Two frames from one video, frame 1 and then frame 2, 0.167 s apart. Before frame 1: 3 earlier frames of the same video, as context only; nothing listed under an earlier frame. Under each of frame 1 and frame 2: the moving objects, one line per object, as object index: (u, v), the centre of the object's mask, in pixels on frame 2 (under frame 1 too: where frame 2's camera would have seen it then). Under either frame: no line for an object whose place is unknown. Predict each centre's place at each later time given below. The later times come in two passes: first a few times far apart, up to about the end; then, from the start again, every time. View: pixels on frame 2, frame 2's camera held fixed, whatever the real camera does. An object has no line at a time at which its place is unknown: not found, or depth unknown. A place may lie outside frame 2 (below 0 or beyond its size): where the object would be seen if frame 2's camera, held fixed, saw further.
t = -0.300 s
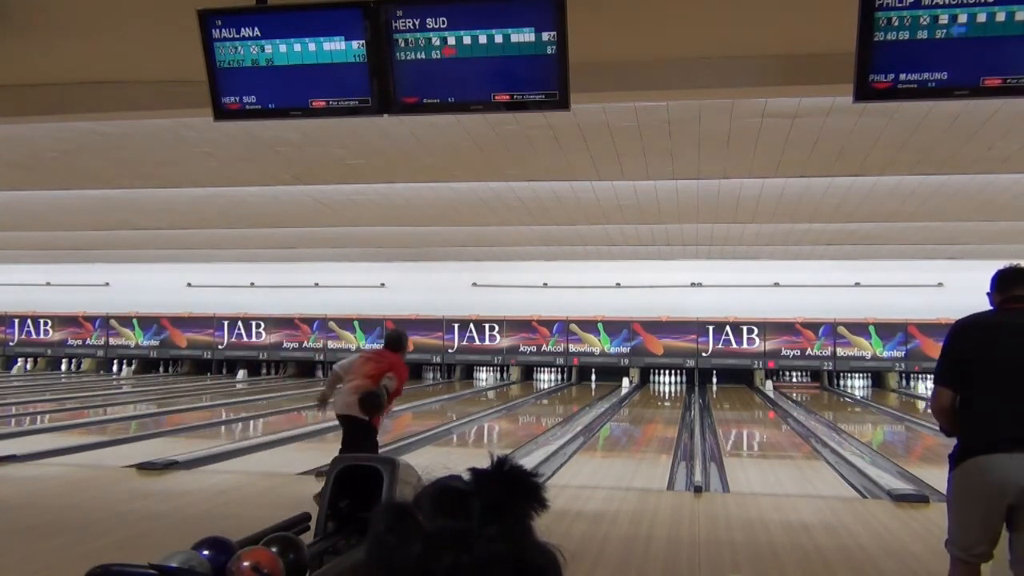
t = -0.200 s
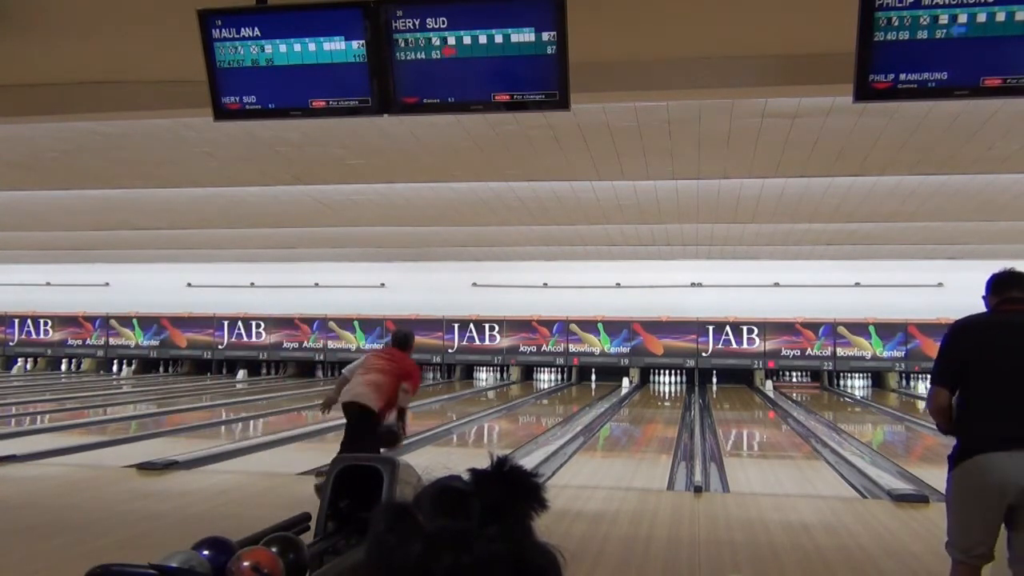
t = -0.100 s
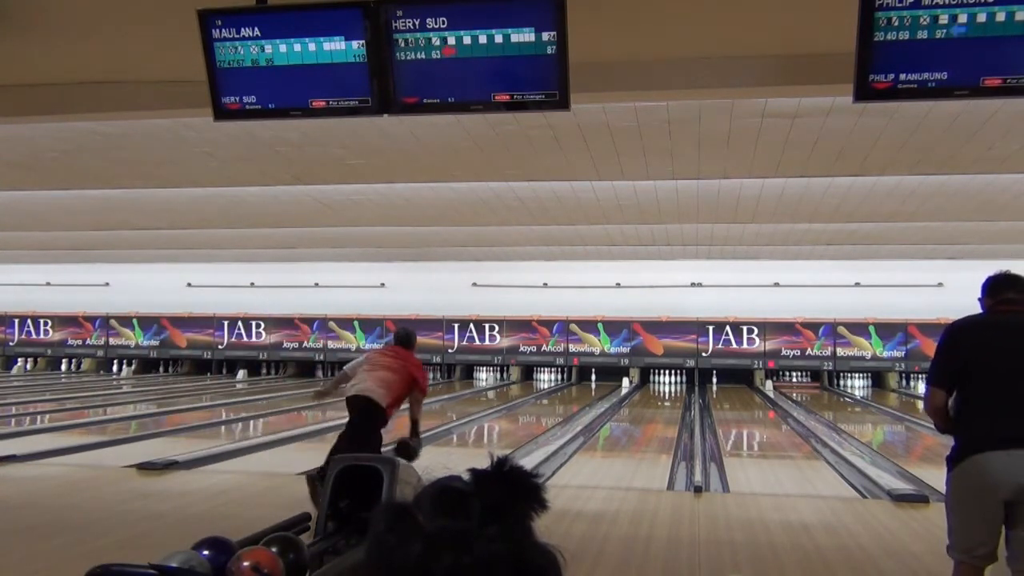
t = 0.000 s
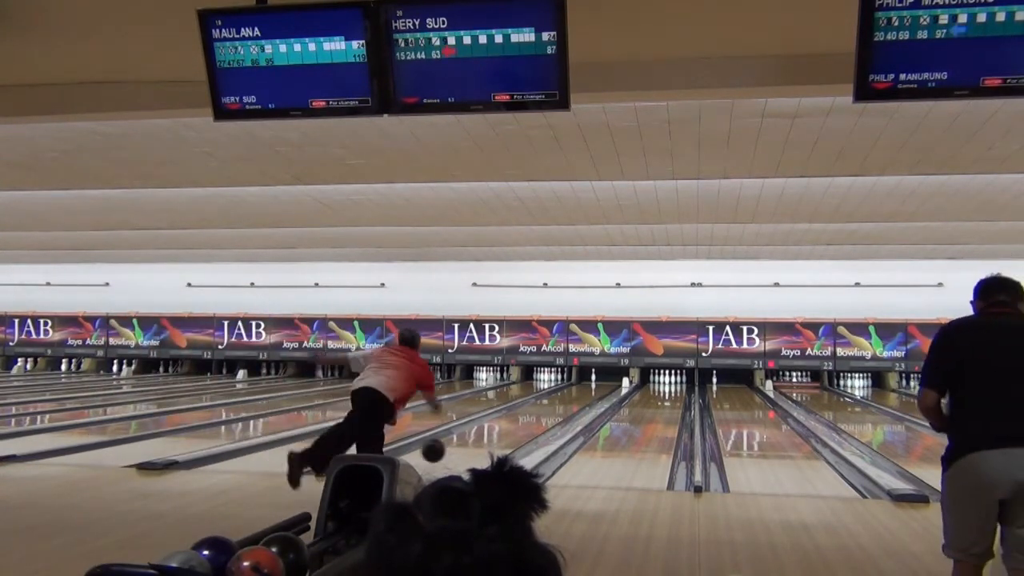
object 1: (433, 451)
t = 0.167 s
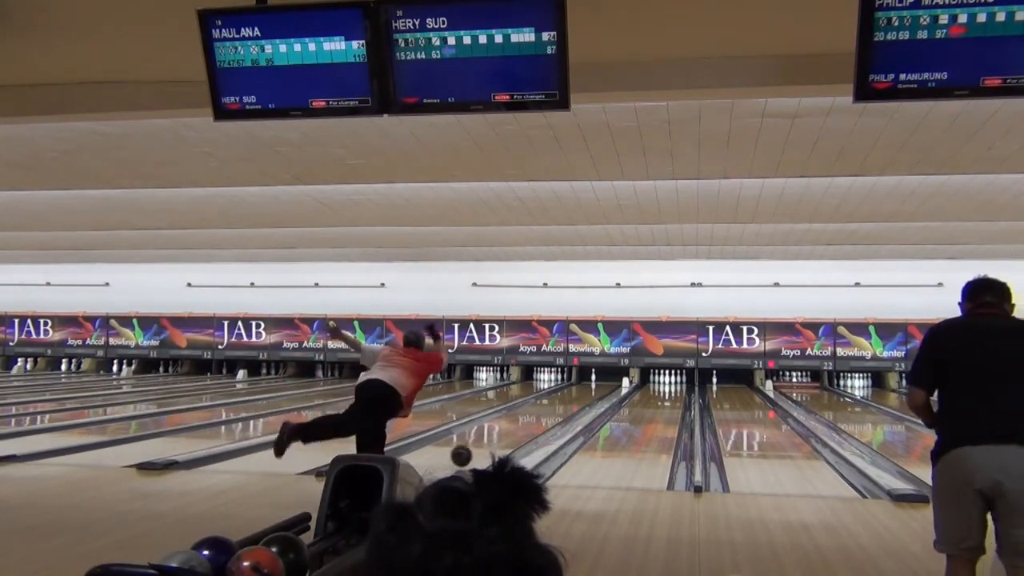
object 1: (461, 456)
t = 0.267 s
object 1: (476, 449)
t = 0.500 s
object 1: (503, 436)
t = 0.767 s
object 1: (528, 423)
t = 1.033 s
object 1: (547, 413)
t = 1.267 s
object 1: (559, 406)
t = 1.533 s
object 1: (570, 400)
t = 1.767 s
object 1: (578, 396)
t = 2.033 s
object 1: (585, 392)
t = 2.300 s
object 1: (592, 388)
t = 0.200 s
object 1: (467, 453)
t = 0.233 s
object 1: (473, 451)
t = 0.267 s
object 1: (476, 449)
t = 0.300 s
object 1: (479, 448)
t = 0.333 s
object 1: (484, 446)
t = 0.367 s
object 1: (489, 443)
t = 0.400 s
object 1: (494, 440)
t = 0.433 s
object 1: (498, 438)
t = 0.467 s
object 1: (501, 437)
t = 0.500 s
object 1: (503, 436)
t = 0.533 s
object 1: (507, 434)
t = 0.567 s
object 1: (511, 432)
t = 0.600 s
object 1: (515, 430)
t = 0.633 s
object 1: (518, 428)
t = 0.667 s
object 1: (520, 427)
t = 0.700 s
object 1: (522, 426)
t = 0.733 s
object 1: (525, 424)
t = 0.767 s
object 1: (528, 423)
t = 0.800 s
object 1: (531, 421)
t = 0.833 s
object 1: (534, 420)
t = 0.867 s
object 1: (535, 419)
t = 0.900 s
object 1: (537, 418)
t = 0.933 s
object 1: (539, 417)
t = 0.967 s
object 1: (542, 416)
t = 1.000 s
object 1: (545, 414)
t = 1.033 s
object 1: (547, 413)
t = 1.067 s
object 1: (548, 412)
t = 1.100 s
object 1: (549, 411)
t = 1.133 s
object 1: (552, 410)
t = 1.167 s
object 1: (554, 409)
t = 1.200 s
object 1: (556, 408)
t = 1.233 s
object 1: (558, 407)
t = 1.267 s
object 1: (559, 406)
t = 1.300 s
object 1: (560, 406)
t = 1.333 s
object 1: (562, 405)
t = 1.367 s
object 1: (563, 404)
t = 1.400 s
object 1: (565, 403)
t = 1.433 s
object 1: (567, 402)
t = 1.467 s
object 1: (568, 402)
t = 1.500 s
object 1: (568, 401)
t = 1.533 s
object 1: (570, 400)
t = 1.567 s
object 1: (572, 399)
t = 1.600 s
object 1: (573, 398)
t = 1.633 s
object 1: (575, 398)
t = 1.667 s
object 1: (575, 398)
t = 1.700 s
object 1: (576, 397)
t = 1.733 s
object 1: (577, 396)
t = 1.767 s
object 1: (578, 396)
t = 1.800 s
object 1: (580, 395)
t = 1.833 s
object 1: (581, 394)
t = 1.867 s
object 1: (582, 395)
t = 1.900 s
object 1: (582, 395)
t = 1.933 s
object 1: (583, 394)
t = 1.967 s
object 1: (584, 393)
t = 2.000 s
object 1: (586, 391)
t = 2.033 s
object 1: (585, 392)
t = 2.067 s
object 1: (587, 392)
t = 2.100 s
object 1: (587, 391)
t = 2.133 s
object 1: (588, 391)
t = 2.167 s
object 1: (590, 390)
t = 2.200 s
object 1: (590, 389)
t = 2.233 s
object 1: (592, 389)
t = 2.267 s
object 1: (592, 388)
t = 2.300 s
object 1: (592, 388)
